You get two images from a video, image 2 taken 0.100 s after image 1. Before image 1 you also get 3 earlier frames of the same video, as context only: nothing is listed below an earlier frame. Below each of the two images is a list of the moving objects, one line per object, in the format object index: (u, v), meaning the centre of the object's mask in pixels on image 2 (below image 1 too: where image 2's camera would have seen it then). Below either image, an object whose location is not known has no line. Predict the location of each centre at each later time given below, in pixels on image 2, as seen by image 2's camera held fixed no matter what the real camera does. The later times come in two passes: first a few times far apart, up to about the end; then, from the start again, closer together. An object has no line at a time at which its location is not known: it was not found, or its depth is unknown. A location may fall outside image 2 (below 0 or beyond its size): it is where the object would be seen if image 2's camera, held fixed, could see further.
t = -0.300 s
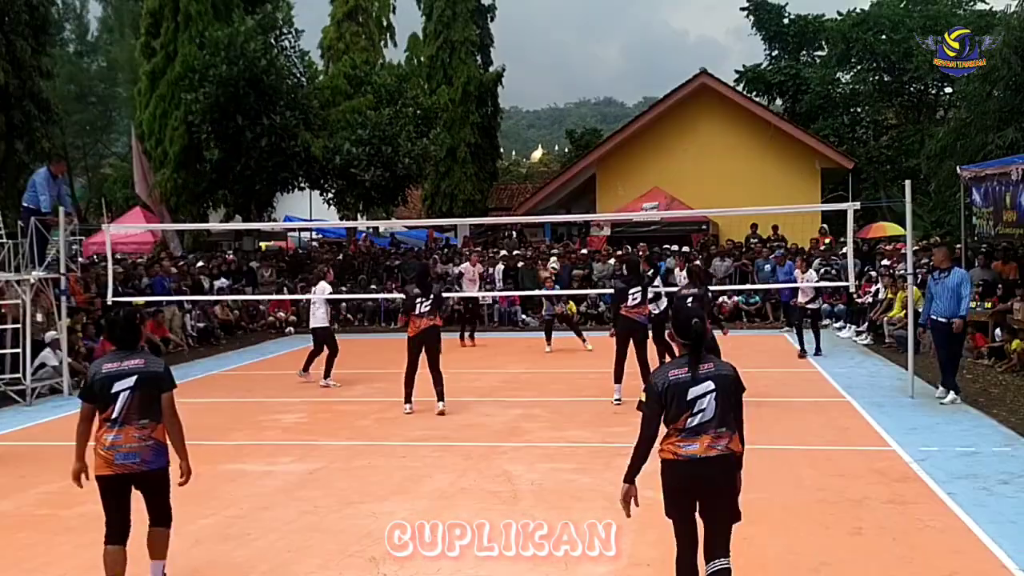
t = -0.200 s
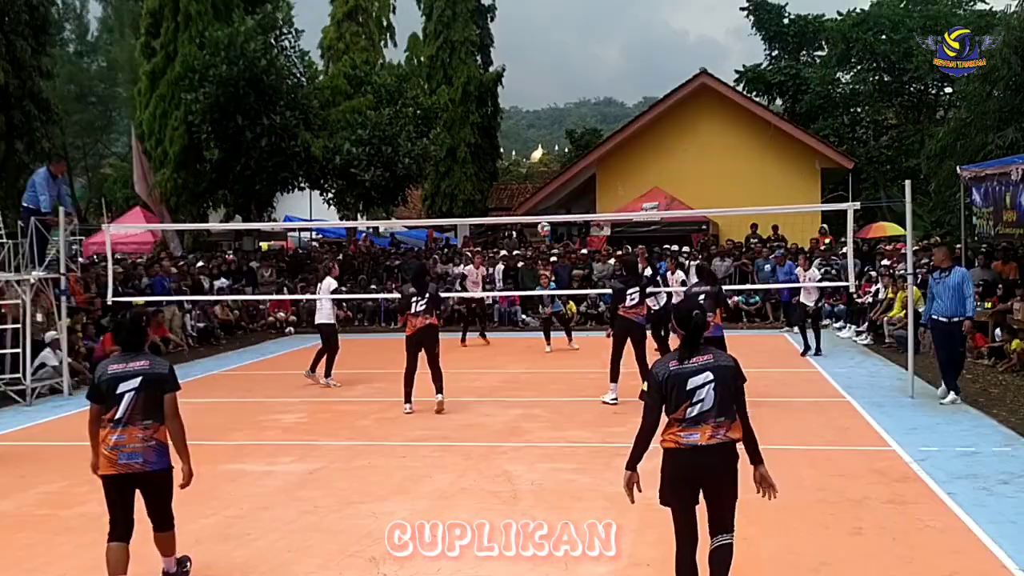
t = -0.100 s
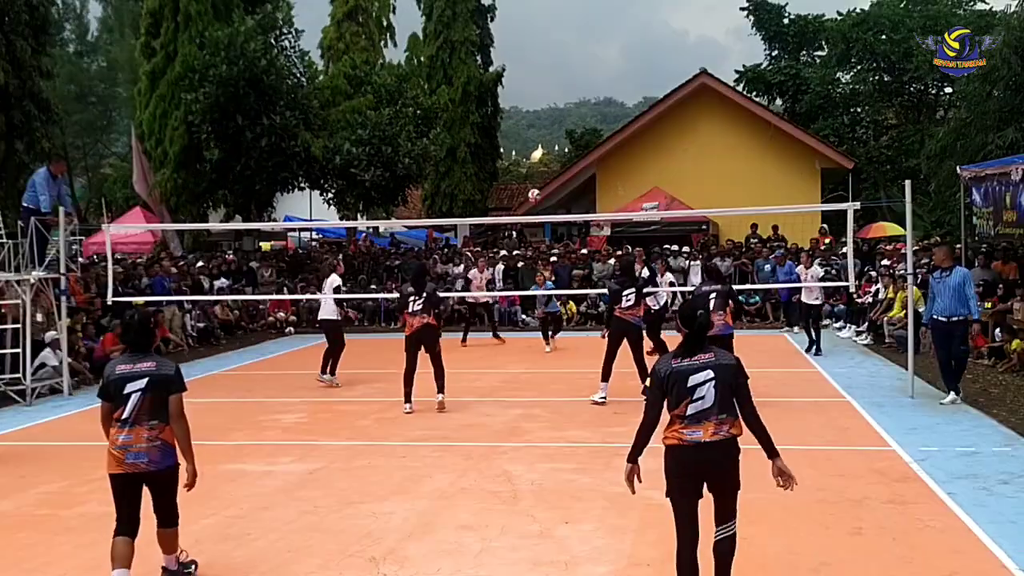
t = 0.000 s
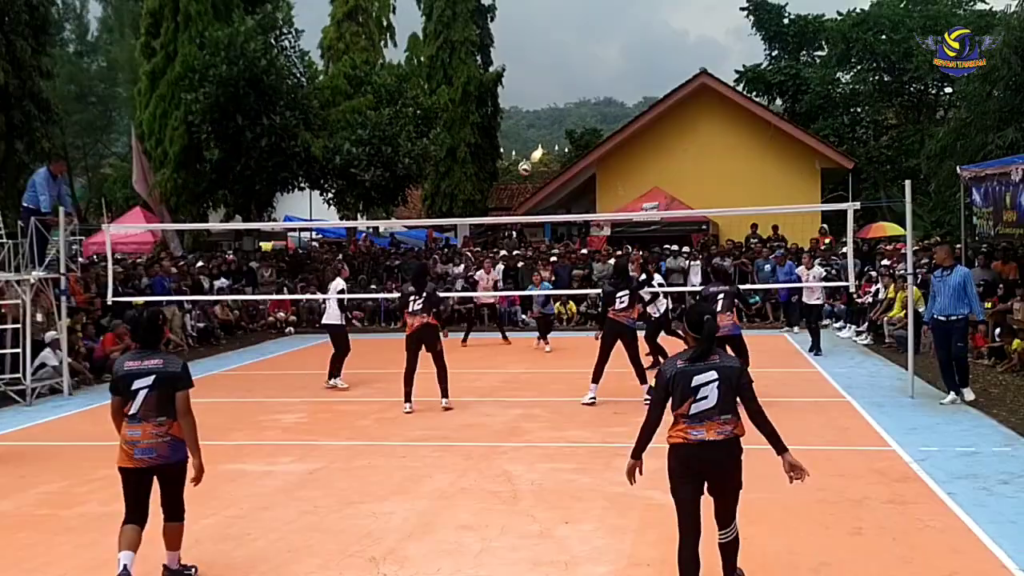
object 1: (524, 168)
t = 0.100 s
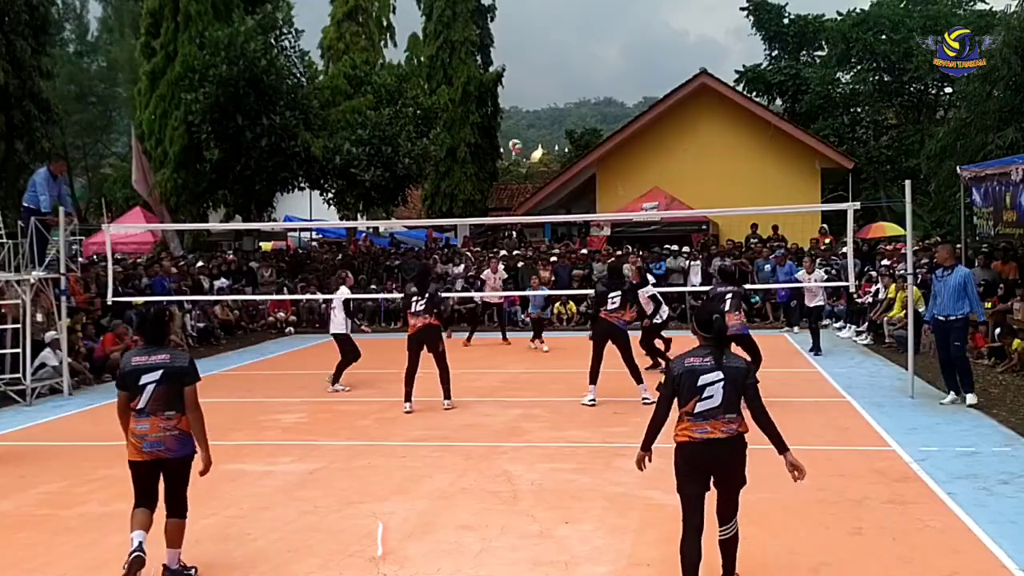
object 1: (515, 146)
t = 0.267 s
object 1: (499, 122)
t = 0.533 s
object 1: (472, 121)
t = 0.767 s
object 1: (449, 161)
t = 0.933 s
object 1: (433, 213)
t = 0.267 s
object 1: (499, 122)
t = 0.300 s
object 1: (495, 120)
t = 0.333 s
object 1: (492, 118)
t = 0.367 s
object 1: (489, 116)
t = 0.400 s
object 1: (486, 116)
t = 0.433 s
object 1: (482, 116)
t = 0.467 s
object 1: (479, 117)
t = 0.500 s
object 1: (476, 119)
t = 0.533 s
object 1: (472, 121)
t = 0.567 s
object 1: (469, 124)
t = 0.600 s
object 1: (466, 129)
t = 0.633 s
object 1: (462, 133)
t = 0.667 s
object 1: (460, 139)
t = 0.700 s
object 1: (456, 145)
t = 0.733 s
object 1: (453, 153)
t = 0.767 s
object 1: (449, 161)
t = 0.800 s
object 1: (446, 170)
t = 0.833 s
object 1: (443, 179)
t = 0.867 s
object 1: (439, 190)
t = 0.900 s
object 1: (436, 202)
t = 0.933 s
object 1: (433, 213)
